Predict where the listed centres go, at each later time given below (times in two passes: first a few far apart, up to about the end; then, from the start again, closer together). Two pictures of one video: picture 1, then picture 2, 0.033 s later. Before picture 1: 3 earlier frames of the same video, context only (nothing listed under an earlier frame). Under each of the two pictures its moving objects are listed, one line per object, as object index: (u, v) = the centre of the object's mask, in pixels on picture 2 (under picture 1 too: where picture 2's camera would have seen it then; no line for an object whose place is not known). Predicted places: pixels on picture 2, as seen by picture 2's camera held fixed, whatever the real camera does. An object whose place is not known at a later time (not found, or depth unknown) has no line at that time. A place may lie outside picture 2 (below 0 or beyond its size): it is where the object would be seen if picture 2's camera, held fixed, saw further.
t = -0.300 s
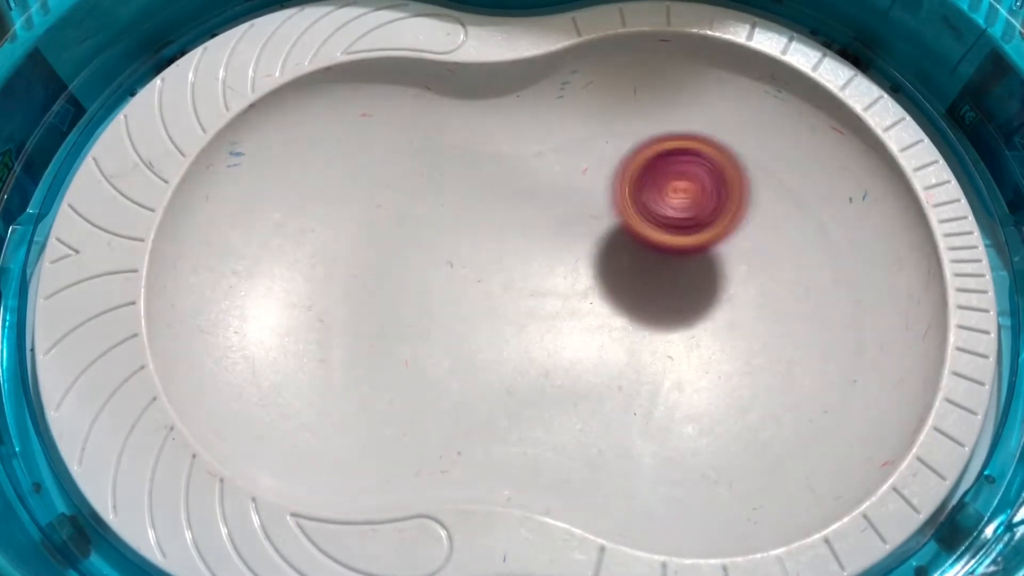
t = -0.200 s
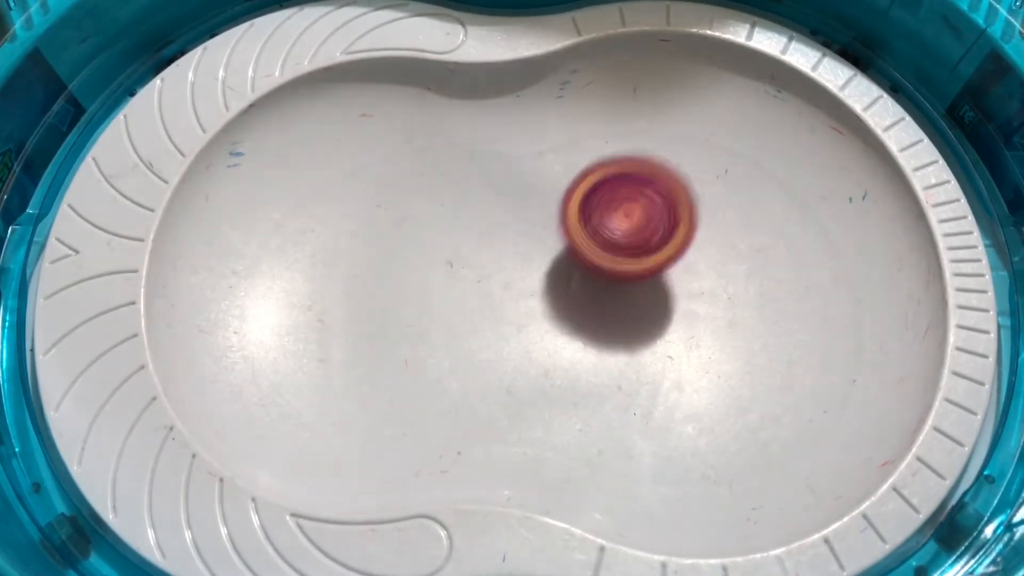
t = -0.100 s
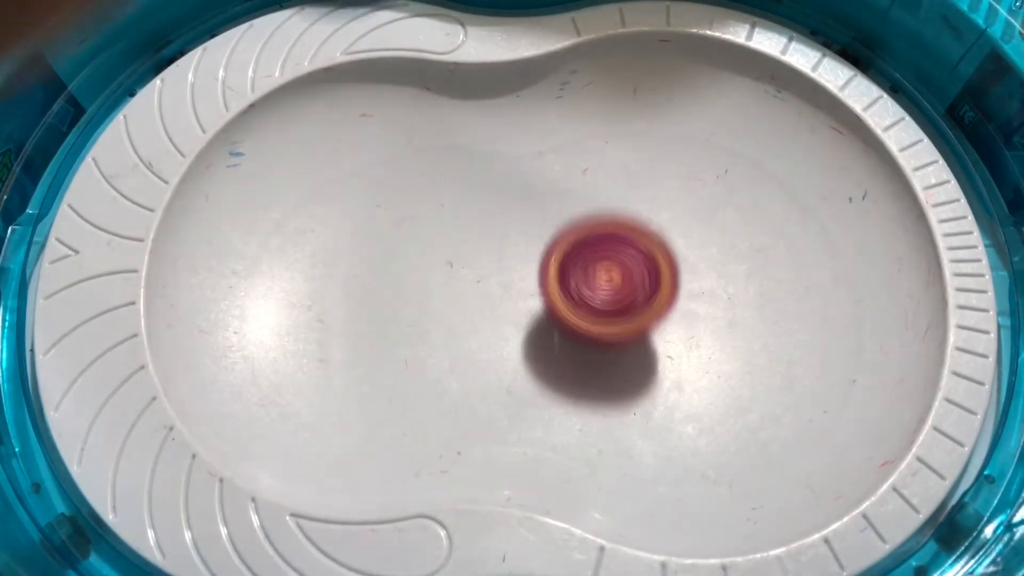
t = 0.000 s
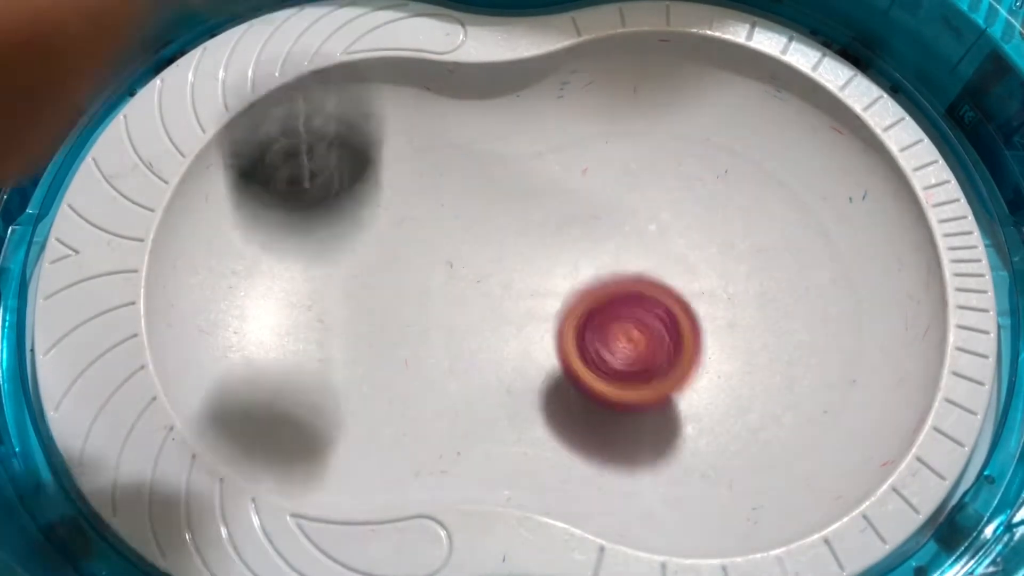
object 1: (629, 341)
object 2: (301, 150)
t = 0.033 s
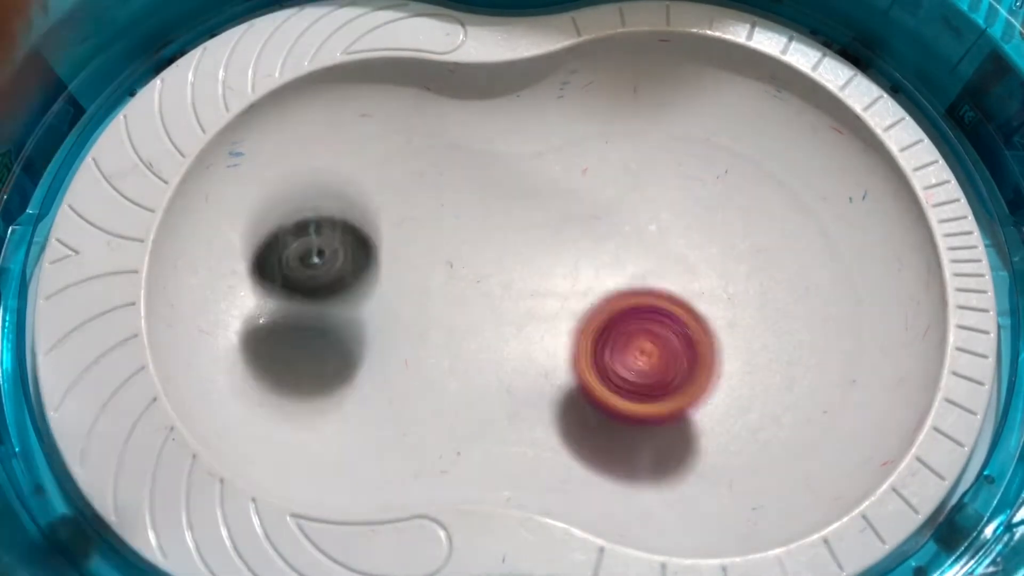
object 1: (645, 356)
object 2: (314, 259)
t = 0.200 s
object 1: (746, 373)
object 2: (311, 311)
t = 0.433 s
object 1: (724, 233)
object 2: (469, 345)
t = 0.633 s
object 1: (695, 156)
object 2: (496, 312)
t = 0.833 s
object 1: (666, 157)
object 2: (327, 289)
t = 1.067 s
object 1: (612, 293)
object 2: (256, 321)
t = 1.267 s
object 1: (728, 348)
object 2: (448, 311)
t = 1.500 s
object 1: (768, 245)
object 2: (485, 138)
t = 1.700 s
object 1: (649, 190)
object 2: (317, 167)
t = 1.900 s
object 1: (562, 276)
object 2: (264, 395)
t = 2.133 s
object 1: (654, 299)
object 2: (816, 423)
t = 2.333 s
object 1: (709, 260)
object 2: (789, 41)
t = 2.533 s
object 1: (679, 225)
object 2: (326, 17)
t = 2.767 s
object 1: (666, 267)
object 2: (39, 312)
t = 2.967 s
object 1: (679, 269)
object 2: (333, 537)
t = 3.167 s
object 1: (671, 262)
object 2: (700, 460)
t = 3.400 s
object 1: (684, 256)
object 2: (792, 21)
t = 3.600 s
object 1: (673, 259)
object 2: (433, 107)
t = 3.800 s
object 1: (673, 257)
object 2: (245, 450)
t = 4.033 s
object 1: (678, 273)
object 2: (484, 502)
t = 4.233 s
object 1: (667, 271)
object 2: (657, 427)
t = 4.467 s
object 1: (658, 127)
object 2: (860, 231)
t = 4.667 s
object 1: (571, 174)
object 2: (635, 53)
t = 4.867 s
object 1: (490, 369)
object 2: (389, 227)
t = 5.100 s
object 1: (616, 383)
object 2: (360, 416)
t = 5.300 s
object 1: (771, 277)
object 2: (625, 375)
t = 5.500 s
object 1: (792, 160)
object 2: (738, 296)
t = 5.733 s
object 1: (702, 143)
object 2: (591, 314)
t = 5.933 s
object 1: (679, 226)
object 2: (571, 334)
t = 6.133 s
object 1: (701, 290)
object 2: (529, 299)
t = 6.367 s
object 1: (697, 341)
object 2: (352, 224)
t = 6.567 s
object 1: (662, 360)
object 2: (219, 272)
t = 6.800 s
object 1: (628, 347)
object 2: (477, 324)
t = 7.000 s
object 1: (814, 356)
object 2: (415, 86)
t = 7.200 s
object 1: (769, 283)
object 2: (224, 255)
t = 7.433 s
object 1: (685, 251)
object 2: (619, 397)
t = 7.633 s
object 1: (652, 245)
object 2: (870, 159)
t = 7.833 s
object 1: (655, 242)
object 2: (507, 99)
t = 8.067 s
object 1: (665, 242)
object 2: (217, 377)
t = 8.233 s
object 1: (677, 244)
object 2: (533, 410)
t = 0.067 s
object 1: (666, 365)
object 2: (311, 268)
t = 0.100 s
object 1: (689, 374)
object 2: (307, 274)
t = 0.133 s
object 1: (709, 379)
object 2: (306, 288)
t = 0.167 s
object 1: (731, 378)
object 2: (308, 299)
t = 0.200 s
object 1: (746, 373)
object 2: (311, 311)
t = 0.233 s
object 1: (758, 360)
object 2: (318, 324)
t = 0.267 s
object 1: (769, 341)
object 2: (329, 343)
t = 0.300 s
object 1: (775, 319)
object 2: (345, 358)
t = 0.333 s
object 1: (772, 294)
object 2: (368, 369)
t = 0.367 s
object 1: (761, 269)
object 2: (397, 369)
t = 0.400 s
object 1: (744, 248)
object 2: (431, 359)
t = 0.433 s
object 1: (724, 233)
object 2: (469, 345)
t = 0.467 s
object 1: (703, 220)
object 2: (506, 330)
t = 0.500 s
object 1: (683, 212)
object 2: (539, 315)
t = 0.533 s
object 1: (662, 209)
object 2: (566, 299)
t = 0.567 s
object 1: (671, 191)
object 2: (548, 303)
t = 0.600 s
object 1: (683, 172)
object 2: (521, 310)
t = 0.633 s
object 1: (695, 156)
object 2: (496, 312)
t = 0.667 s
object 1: (701, 146)
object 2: (471, 313)
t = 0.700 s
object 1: (703, 140)
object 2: (445, 312)
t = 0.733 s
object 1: (700, 138)
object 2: (420, 308)
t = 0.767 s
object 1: (694, 140)
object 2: (392, 303)
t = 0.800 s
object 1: (682, 147)
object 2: (361, 297)
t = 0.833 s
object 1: (666, 157)
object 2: (327, 289)
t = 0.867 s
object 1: (649, 171)
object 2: (294, 288)
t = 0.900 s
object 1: (634, 189)
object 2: (266, 289)
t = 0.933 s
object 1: (624, 211)
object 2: (245, 290)
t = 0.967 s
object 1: (614, 233)
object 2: (231, 294)
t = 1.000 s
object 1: (609, 255)
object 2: (230, 299)
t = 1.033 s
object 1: (608, 275)
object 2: (239, 308)
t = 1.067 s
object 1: (612, 293)
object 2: (256, 321)
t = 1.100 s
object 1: (621, 309)
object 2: (283, 336)
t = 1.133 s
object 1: (635, 323)
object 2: (317, 348)
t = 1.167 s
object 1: (655, 335)
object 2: (350, 353)
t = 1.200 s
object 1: (677, 344)
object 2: (386, 347)
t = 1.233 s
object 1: (701, 348)
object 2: (419, 333)
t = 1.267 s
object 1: (728, 348)
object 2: (448, 311)
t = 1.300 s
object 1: (752, 341)
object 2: (471, 283)
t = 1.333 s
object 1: (770, 329)
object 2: (488, 254)
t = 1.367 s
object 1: (783, 314)
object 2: (497, 226)
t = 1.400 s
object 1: (789, 297)
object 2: (501, 200)
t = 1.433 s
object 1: (788, 281)
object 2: (501, 173)
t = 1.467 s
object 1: (781, 263)
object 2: (495, 153)
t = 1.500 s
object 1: (768, 245)
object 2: (485, 138)
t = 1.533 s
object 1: (751, 229)
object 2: (470, 128)
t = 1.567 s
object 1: (732, 213)
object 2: (451, 127)
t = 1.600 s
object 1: (712, 200)
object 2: (427, 131)
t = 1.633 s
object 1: (691, 192)
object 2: (397, 139)
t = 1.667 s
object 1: (670, 189)
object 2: (362, 152)
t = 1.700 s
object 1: (649, 190)
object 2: (317, 167)
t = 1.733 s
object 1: (629, 196)
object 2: (272, 187)
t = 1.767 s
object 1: (611, 206)
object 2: (227, 219)
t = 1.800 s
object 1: (594, 222)
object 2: (197, 258)
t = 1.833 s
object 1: (579, 239)
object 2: (193, 304)
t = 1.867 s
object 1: (568, 257)
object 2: (216, 353)
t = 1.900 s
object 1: (562, 276)
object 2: (264, 395)
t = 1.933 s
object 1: (559, 295)
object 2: (338, 427)
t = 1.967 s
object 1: (560, 312)
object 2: (416, 433)
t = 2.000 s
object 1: (566, 327)
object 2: (505, 432)
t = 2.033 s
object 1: (585, 323)
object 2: (577, 446)
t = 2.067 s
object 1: (609, 315)
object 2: (650, 453)
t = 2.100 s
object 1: (632, 306)
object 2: (738, 451)
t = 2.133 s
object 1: (654, 299)
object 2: (816, 423)
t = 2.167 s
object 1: (674, 293)
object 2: (889, 365)
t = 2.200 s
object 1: (691, 289)
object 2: (911, 289)
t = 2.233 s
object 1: (703, 286)
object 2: (915, 224)
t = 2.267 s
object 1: (709, 280)
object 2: (893, 158)
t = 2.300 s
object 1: (709, 271)
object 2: (850, 92)
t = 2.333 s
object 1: (709, 260)
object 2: (789, 41)
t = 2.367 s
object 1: (708, 246)
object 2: (722, 17)
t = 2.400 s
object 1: (706, 235)
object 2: (640, 7)
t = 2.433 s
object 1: (702, 227)
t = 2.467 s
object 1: (696, 222)
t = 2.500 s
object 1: (690, 220)
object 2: (411, 11)
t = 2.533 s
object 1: (679, 225)
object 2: (326, 17)
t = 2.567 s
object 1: (671, 233)
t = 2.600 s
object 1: (665, 241)
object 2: (161, 32)
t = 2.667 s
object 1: (656, 254)
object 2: (70, 111)
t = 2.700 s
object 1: (655, 259)
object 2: (44, 173)
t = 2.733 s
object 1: (659, 263)
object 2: (36, 242)
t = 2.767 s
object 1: (666, 267)
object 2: (39, 312)
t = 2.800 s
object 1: (672, 269)
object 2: (48, 379)
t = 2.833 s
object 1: (676, 269)
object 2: (71, 448)
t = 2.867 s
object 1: (678, 270)
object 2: (120, 504)
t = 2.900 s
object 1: (680, 270)
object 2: (187, 526)
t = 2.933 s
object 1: (680, 270)
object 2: (256, 534)
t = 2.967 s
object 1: (679, 269)
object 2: (333, 537)
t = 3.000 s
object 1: (678, 268)
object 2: (404, 531)
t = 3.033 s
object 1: (676, 267)
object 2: (468, 517)
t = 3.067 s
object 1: (675, 266)
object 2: (532, 502)
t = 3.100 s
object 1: (673, 264)
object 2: (593, 484)
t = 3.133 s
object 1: (671, 263)
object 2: (642, 481)
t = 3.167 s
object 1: (671, 262)
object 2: (700, 460)
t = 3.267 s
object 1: (676, 257)
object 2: (849, 293)
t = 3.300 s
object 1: (678, 257)
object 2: (864, 212)
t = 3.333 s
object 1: (680, 256)
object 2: (862, 127)
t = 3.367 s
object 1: (683, 255)
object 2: (826, 57)
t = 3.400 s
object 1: (684, 256)
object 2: (792, 21)
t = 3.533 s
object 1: (679, 260)
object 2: (554, 24)
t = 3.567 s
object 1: (676, 259)
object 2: (495, 45)
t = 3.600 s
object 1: (673, 259)
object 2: (433, 107)
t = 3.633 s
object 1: (670, 258)
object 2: (370, 165)
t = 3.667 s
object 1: (669, 257)
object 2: (295, 230)
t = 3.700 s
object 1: (670, 256)
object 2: (223, 299)
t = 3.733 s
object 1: (672, 254)
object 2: (192, 347)
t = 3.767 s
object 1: (673, 255)
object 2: (212, 391)
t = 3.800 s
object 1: (673, 257)
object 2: (245, 450)
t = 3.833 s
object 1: (675, 258)
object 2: (288, 517)
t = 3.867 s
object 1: (675, 259)
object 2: (327, 537)
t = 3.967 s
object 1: (677, 269)
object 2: (432, 519)
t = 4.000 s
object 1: (678, 271)
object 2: (460, 510)
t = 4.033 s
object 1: (678, 273)
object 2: (484, 502)
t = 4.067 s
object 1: (677, 274)
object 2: (508, 493)
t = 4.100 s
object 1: (675, 275)
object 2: (530, 486)
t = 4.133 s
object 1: (673, 275)
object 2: (556, 477)
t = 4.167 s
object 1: (671, 274)
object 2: (585, 470)
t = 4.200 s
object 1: (669, 273)
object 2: (613, 462)
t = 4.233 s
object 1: (667, 271)
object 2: (657, 427)
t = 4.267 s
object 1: (665, 269)
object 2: (699, 392)
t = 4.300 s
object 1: (664, 232)
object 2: (754, 390)
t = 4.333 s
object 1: (665, 200)
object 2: (802, 378)
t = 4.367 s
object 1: (666, 171)
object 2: (843, 352)
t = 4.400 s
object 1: (665, 152)
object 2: (864, 315)
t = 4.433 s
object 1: (662, 136)
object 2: (870, 275)
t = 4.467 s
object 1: (658, 127)
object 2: (860, 231)
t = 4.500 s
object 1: (651, 125)
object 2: (835, 183)
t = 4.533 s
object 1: (643, 129)
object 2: (791, 143)
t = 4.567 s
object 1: (627, 137)
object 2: (750, 100)
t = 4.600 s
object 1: (605, 148)
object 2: (719, 61)
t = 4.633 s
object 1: (586, 160)
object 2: (684, 43)
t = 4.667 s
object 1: (571, 174)
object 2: (635, 53)
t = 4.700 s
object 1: (555, 197)
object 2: (593, 74)
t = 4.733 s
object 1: (535, 230)
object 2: (559, 95)
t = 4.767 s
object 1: (517, 262)
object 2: (519, 130)
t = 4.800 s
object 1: (504, 296)
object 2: (470, 169)
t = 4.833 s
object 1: (493, 336)
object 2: (428, 196)
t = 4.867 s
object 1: (490, 369)
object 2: (389, 227)
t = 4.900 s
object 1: (491, 396)
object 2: (362, 253)
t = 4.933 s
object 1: (498, 416)
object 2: (338, 283)
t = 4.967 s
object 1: (511, 425)
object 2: (323, 314)
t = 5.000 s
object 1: (530, 422)
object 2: (317, 346)
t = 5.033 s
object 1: (553, 412)
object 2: (321, 377)
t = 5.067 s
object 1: (583, 398)
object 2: (336, 399)
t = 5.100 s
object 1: (616, 383)
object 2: (360, 416)
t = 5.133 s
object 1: (657, 365)
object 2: (390, 424)
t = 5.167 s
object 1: (689, 347)
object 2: (430, 422)
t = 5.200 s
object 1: (718, 329)
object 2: (474, 413)
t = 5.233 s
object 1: (743, 310)
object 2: (523, 401)
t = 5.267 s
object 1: (759, 293)
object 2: (575, 390)
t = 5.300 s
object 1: (771, 277)
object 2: (625, 375)
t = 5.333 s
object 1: (776, 265)
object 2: (676, 363)
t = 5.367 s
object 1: (787, 250)
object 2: (709, 355)
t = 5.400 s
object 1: (803, 218)
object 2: (725, 350)
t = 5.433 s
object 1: (808, 194)
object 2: (738, 336)
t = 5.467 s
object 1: (802, 173)
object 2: (740, 318)
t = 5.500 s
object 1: (792, 160)
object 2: (738, 296)
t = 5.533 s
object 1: (775, 153)
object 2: (728, 274)
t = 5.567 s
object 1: (762, 144)
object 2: (708, 264)
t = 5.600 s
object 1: (753, 132)
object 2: (678, 269)
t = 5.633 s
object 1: (741, 126)
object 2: (651, 278)
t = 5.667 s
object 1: (727, 126)
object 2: (627, 290)
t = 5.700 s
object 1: (715, 133)
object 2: (607, 303)
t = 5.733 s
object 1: (702, 143)
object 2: (591, 314)
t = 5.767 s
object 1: (692, 155)
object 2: (578, 322)
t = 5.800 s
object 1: (685, 168)
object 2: (572, 328)
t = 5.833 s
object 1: (680, 183)
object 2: (568, 333)
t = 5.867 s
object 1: (678, 197)
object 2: (567, 336)
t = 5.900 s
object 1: (678, 212)
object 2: (568, 337)
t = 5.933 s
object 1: (679, 226)
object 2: (571, 334)
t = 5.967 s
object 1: (681, 240)
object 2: (575, 328)
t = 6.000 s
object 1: (683, 252)
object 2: (575, 323)
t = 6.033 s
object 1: (690, 262)
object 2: (568, 319)
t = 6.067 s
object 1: (695, 271)
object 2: (555, 314)
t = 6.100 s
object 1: (699, 280)
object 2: (543, 308)
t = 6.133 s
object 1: (701, 290)
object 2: (529, 299)
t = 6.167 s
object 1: (703, 299)
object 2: (511, 292)
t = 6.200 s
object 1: (703, 308)
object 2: (489, 281)
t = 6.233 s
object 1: (703, 317)
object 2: (465, 270)
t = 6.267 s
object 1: (703, 324)
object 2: (439, 259)
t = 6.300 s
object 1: (701, 330)
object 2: (413, 249)
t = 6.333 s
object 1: (699, 336)
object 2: (384, 236)
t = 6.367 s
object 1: (697, 341)
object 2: (352, 224)
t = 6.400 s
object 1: (692, 346)
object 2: (321, 214)
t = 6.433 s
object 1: (687, 350)
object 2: (292, 210)
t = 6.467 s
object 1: (682, 353)
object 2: (262, 213)
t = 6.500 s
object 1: (676, 356)
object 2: (238, 224)
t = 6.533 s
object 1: (669, 359)
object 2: (223, 246)
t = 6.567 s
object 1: (662, 360)
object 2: (219, 272)
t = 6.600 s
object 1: (656, 361)
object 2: (229, 307)
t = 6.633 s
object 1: (650, 361)
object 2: (256, 339)
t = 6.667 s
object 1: (645, 360)
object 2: (296, 363)
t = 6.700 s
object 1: (640, 358)
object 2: (343, 369)
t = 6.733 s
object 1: (636, 355)
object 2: (390, 364)
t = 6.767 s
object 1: (632, 352)
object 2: (435, 347)
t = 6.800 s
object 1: (628, 347)
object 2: (477, 324)
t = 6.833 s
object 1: (646, 352)
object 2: (491, 287)
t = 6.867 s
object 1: (692, 367)
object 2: (486, 239)
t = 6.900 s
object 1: (743, 374)
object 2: (478, 197)
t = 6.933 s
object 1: (778, 373)
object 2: (463, 158)
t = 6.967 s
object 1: (802, 366)
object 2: (443, 118)
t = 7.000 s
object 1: (814, 356)
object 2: (415, 86)
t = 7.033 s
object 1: (817, 343)
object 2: (378, 69)
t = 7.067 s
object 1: (814, 329)
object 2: (346, 78)
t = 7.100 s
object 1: (807, 316)
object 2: (307, 105)
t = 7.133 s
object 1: (796, 304)
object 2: (265, 139)
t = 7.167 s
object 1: (783, 292)
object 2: (233, 190)
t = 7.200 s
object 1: (769, 283)
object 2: (224, 255)
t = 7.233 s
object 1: (755, 274)
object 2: (238, 305)
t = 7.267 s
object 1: (741, 267)
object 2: (278, 359)
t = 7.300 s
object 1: (728, 262)
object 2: (335, 393)
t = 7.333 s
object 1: (715, 257)
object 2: (398, 408)
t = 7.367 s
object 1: (705, 255)
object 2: (466, 407)
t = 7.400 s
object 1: (694, 253)
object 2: (540, 403)
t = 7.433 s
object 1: (685, 251)
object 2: (619, 397)
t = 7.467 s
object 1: (676, 249)
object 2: (692, 385)
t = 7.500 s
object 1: (669, 247)
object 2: (757, 366)
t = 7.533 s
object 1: (663, 246)
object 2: (818, 327)
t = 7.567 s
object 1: (659, 246)
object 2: (859, 280)
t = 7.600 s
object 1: (655, 246)
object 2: (878, 224)
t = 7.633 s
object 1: (652, 245)
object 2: (870, 159)
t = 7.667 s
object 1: (651, 245)
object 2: (837, 114)
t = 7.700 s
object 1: (650, 245)
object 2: (789, 78)
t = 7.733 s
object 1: (651, 245)
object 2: (711, 58)
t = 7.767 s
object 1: (652, 244)
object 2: (638, 55)
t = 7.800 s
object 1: (653, 243)
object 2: (578, 69)
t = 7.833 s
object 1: (655, 242)
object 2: (507, 99)
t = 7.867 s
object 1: (656, 242)
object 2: (436, 141)
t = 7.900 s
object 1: (657, 242)
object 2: (371, 176)
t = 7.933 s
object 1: (658, 241)
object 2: (312, 212)
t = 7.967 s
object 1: (659, 242)
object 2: (263, 250)
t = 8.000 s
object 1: (661, 242)
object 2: (227, 288)
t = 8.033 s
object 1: (663, 242)
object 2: (210, 332)
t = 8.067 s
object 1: (665, 242)
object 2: (217, 377)
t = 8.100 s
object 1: (667, 242)
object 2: (254, 415)
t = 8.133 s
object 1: (669, 242)
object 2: (309, 435)
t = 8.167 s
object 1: (672, 243)
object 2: (379, 437)
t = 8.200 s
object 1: (674, 243)
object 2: (458, 424)
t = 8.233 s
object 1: (677, 244)
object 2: (533, 410)
